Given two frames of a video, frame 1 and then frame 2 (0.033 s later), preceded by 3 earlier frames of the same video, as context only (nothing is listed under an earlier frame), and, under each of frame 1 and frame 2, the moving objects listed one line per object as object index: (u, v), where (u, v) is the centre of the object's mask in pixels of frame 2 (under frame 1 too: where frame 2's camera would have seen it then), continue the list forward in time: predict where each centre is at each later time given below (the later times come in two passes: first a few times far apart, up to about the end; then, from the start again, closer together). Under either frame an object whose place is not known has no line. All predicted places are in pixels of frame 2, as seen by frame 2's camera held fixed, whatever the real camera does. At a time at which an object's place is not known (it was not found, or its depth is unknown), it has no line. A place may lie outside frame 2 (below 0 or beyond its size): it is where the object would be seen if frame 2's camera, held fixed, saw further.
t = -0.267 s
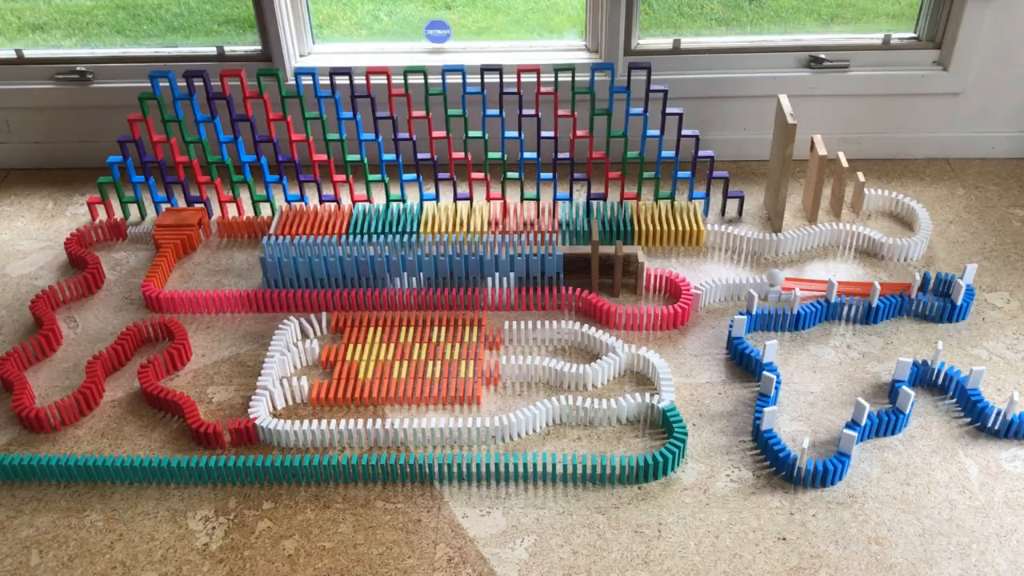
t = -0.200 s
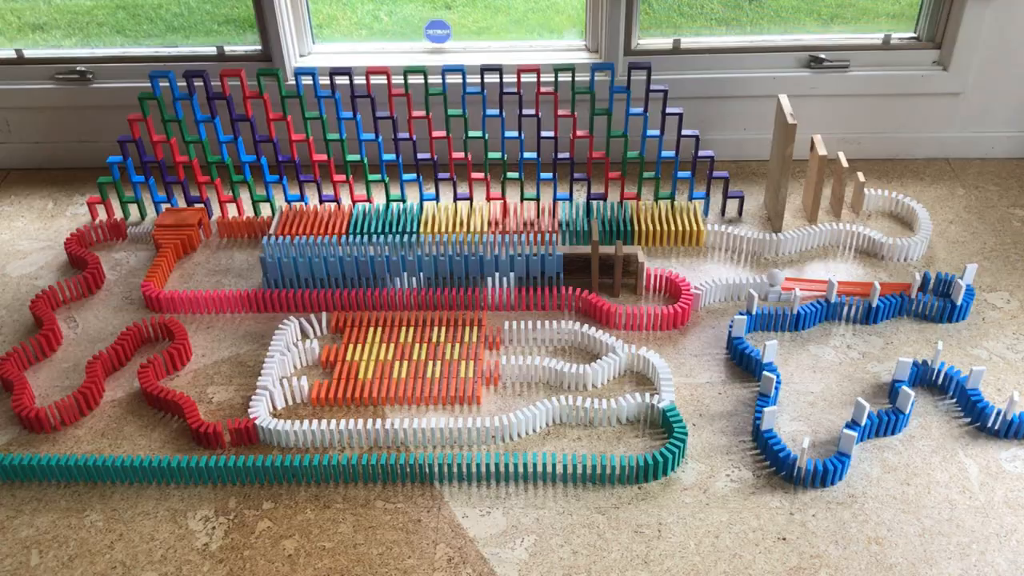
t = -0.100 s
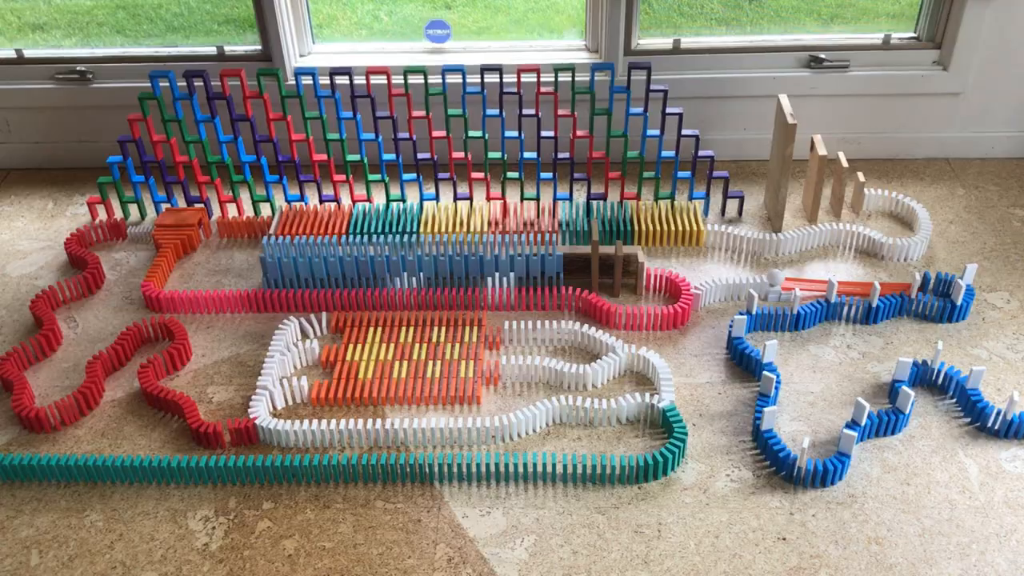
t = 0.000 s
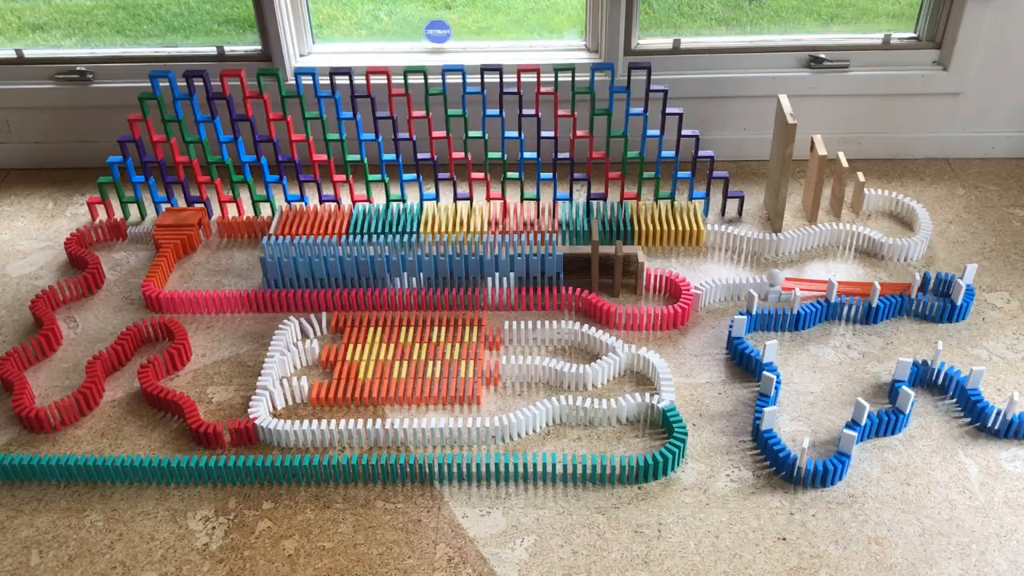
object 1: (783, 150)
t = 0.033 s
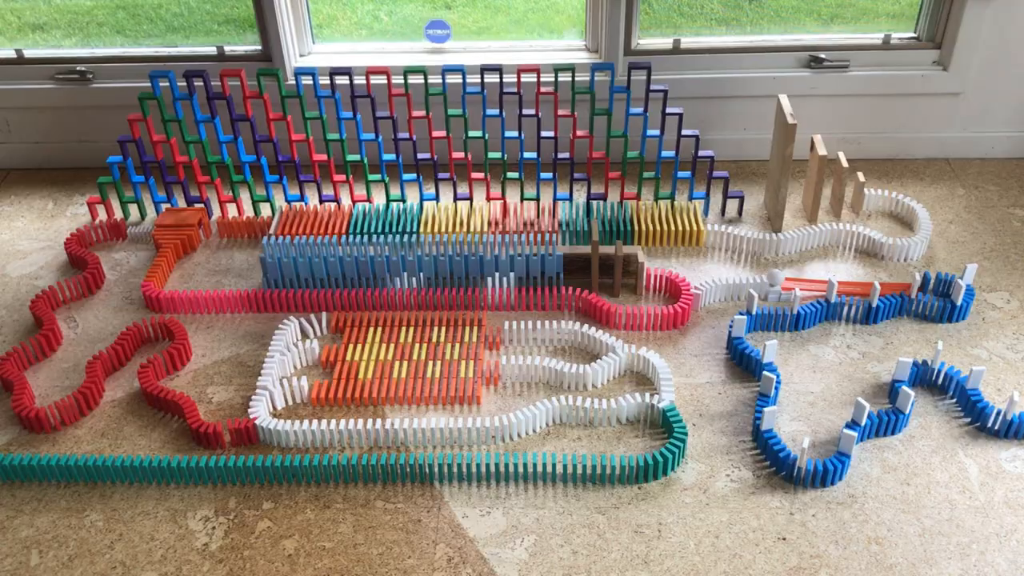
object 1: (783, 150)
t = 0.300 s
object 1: (783, 150)
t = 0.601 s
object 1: (783, 150)
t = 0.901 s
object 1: (783, 151)
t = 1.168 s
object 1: (783, 151)
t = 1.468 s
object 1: (783, 151)
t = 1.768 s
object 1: (783, 151)
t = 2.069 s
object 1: (783, 151)
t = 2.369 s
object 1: (783, 151)
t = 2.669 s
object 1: (783, 151)
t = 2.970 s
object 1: (783, 151)
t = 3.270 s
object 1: (783, 151)
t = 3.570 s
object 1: (783, 151)
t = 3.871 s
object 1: (783, 151)
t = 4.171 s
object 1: (783, 151)
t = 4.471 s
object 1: (783, 151)
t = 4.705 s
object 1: (783, 151)
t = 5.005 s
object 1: (783, 151)
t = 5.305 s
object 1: (783, 151)
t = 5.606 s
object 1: (783, 151)
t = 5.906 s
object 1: (783, 151)
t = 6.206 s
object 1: (782, 152)
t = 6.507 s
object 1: (782, 152)
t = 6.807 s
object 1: (782, 152)
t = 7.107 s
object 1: (781, 151)
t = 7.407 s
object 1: (728, 177)
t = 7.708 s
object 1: (710, 209)
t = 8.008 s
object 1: (707, 208)
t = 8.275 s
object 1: (707, 208)
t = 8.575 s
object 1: (707, 208)
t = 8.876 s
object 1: (707, 208)
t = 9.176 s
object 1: (707, 208)
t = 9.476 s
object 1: (707, 208)
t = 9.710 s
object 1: (707, 208)
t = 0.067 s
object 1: (783, 150)
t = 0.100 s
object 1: (783, 150)
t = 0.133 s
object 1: (783, 150)
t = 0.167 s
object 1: (783, 150)
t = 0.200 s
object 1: (783, 150)
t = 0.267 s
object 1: (783, 150)
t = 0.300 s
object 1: (783, 150)
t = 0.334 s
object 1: (783, 150)
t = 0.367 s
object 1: (783, 150)
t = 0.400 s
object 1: (783, 150)
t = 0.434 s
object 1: (783, 150)
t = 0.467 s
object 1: (783, 150)
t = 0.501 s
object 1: (783, 150)
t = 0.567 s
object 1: (783, 150)
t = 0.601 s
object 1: (783, 150)
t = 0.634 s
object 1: (783, 150)
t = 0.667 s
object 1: (783, 151)
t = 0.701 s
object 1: (783, 151)
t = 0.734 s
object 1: (783, 151)
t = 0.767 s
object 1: (783, 151)
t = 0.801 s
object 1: (783, 151)
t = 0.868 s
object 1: (783, 151)
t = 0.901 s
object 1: (783, 151)
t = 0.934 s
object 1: (783, 151)
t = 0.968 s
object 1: (783, 151)
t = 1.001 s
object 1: (783, 151)
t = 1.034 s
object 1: (783, 151)
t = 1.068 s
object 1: (783, 151)
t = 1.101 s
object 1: (783, 151)
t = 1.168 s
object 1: (783, 151)
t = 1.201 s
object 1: (783, 151)
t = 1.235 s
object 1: (783, 151)
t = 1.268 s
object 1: (783, 151)
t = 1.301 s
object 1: (783, 151)
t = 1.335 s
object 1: (783, 151)
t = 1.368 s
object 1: (783, 151)
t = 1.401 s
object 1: (783, 151)
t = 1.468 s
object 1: (783, 151)
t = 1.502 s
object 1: (783, 151)
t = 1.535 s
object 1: (783, 151)
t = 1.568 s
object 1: (783, 151)
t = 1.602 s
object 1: (783, 151)
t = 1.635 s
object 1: (783, 151)
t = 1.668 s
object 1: (783, 151)
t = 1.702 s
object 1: (783, 151)
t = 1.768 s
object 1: (783, 151)
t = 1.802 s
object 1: (783, 151)
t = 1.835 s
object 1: (783, 151)
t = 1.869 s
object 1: (783, 151)
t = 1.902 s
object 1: (783, 151)
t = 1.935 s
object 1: (783, 151)
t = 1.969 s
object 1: (783, 151)
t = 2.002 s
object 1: (783, 151)
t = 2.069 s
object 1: (783, 151)
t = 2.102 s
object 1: (783, 151)
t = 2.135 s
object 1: (783, 151)
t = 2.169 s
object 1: (783, 151)
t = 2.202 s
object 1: (783, 151)
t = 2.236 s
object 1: (783, 151)
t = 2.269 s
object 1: (783, 151)
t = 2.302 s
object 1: (783, 151)
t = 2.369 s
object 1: (783, 151)
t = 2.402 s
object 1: (783, 151)
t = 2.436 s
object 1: (783, 151)
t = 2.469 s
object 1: (783, 151)
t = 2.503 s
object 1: (783, 151)
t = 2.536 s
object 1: (783, 151)
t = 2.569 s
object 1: (783, 151)
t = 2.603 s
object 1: (783, 151)
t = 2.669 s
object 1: (783, 151)
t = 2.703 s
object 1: (783, 151)
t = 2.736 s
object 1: (783, 151)
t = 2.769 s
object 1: (783, 151)
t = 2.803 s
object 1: (783, 151)
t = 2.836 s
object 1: (783, 151)
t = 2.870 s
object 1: (783, 151)
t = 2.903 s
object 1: (783, 151)
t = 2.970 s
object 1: (783, 151)
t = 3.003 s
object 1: (783, 151)
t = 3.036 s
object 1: (783, 151)
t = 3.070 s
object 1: (783, 151)
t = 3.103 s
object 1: (783, 151)
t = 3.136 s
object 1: (783, 151)
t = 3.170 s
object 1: (783, 151)
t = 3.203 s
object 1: (783, 151)
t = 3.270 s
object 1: (783, 151)
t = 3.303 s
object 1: (783, 151)
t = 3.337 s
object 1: (783, 151)
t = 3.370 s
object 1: (783, 151)
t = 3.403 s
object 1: (783, 151)
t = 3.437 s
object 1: (783, 151)
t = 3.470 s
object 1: (783, 151)
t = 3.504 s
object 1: (783, 151)
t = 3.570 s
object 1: (783, 151)
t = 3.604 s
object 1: (783, 151)
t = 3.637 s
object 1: (783, 151)
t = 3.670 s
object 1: (783, 151)
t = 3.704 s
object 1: (783, 151)
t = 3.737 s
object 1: (783, 151)
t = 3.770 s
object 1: (783, 151)
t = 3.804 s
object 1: (783, 151)
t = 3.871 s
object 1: (783, 151)
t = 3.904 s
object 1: (783, 151)
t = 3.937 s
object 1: (783, 151)
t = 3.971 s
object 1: (783, 151)
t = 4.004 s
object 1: (783, 151)
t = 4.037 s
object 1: (783, 151)
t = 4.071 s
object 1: (783, 151)
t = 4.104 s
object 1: (783, 151)
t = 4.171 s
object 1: (783, 151)
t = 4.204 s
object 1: (783, 151)
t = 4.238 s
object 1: (783, 151)
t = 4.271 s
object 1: (783, 151)
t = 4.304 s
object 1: (783, 151)
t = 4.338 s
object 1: (783, 151)
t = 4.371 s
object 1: (783, 151)
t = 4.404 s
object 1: (783, 151)
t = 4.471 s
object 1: (783, 151)
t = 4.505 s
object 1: (783, 151)
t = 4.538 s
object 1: (783, 151)
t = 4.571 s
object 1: (783, 151)
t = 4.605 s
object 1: (783, 151)
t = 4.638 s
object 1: (783, 151)
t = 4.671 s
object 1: (783, 151)
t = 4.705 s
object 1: (783, 151)
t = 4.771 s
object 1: (783, 151)
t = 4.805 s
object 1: (783, 151)
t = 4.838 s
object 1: (783, 151)
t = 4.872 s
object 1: (783, 151)
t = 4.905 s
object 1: (783, 151)
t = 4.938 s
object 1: (783, 151)
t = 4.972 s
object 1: (783, 151)
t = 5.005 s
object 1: (783, 151)
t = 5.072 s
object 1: (783, 151)
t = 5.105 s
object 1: (783, 151)
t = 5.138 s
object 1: (783, 151)
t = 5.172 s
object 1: (783, 151)
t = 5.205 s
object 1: (783, 151)
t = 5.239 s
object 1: (783, 151)
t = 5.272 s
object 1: (783, 151)
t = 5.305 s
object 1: (783, 151)
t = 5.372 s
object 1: (783, 151)
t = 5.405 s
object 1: (783, 151)
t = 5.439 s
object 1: (783, 151)
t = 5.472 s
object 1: (783, 151)
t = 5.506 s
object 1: (783, 151)
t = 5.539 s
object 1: (783, 151)
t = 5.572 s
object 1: (783, 151)
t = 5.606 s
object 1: (783, 151)
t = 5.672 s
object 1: (783, 151)
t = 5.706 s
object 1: (783, 151)
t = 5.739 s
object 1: (783, 151)
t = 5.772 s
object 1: (783, 151)
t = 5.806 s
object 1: (783, 151)
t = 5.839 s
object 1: (783, 151)
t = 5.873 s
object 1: (783, 151)
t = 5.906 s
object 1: (783, 151)
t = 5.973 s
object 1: (783, 151)
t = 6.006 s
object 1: (783, 151)
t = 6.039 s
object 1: (782, 151)
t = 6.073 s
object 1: (783, 151)
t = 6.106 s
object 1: (782, 151)
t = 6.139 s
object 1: (782, 151)
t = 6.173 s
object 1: (782, 152)
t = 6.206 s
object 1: (782, 152)
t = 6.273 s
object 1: (782, 152)
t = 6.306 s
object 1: (782, 152)
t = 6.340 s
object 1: (782, 152)
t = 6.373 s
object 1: (782, 152)
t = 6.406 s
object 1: (782, 152)
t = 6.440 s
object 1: (782, 152)
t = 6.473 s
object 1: (782, 152)
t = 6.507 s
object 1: (782, 152)
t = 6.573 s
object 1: (782, 152)
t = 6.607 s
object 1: (782, 152)
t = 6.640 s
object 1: (782, 152)
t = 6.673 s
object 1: (782, 152)
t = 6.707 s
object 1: (782, 152)
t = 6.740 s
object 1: (782, 152)
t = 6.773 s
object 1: (782, 152)
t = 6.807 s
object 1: (782, 152)
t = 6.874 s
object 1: (782, 152)
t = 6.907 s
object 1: (782, 152)
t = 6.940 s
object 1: (782, 152)
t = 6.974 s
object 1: (782, 152)
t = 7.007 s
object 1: (782, 152)
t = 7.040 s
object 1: (782, 152)
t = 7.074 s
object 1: (782, 152)
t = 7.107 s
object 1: (781, 151)
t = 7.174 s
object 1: (776, 154)
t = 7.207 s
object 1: (772, 156)
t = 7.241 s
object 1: (766, 158)
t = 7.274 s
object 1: (761, 157)
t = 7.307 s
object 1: (753, 159)
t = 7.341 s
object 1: (743, 163)
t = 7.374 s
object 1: (735, 171)
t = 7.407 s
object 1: (728, 177)
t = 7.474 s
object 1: (714, 186)
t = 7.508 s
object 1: (712, 192)
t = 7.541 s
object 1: (709, 196)
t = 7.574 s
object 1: (711, 200)
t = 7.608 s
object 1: (709, 206)
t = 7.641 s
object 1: (710, 209)
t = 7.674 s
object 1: (709, 209)
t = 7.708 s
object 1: (710, 209)
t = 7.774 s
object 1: (709, 209)
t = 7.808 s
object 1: (708, 208)
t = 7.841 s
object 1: (708, 208)
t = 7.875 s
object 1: (707, 208)
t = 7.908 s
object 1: (707, 208)
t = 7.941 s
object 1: (707, 208)
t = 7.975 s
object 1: (707, 208)
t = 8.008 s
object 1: (707, 208)
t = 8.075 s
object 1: (707, 208)
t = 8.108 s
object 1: (707, 208)
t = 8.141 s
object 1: (707, 208)
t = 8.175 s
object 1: (707, 208)
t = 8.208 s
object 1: (707, 208)
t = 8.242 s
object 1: (707, 208)
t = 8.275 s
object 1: (707, 208)
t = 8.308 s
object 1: (707, 208)
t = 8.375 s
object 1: (707, 208)
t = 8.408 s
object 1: (707, 208)
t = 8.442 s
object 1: (707, 208)
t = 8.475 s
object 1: (707, 208)
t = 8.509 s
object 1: (707, 208)
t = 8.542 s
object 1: (707, 208)
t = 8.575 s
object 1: (707, 208)
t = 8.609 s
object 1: (707, 208)
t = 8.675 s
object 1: (707, 208)
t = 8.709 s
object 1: (707, 208)
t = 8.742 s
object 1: (707, 208)
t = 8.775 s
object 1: (707, 208)
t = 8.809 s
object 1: (707, 208)
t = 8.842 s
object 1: (707, 208)
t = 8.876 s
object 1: (707, 208)
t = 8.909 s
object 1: (707, 208)
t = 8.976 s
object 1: (707, 208)
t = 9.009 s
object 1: (707, 208)
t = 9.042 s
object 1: (707, 208)
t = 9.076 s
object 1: (707, 208)
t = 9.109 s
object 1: (707, 208)
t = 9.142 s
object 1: (707, 208)
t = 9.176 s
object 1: (707, 208)
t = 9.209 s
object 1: (707, 208)
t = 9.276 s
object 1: (707, 208)
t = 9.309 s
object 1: (707, 208)
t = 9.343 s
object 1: (707, 208)
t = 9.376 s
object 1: (707, 208)
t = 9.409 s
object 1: (707, 208)
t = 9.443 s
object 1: (707, 208)
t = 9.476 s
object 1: (707, 208)
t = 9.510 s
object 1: (707, 208)
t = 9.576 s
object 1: (707, 208)
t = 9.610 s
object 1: (707, 208)
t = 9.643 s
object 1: (707, 208)
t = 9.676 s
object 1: (707, 208)
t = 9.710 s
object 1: (707, 208)
